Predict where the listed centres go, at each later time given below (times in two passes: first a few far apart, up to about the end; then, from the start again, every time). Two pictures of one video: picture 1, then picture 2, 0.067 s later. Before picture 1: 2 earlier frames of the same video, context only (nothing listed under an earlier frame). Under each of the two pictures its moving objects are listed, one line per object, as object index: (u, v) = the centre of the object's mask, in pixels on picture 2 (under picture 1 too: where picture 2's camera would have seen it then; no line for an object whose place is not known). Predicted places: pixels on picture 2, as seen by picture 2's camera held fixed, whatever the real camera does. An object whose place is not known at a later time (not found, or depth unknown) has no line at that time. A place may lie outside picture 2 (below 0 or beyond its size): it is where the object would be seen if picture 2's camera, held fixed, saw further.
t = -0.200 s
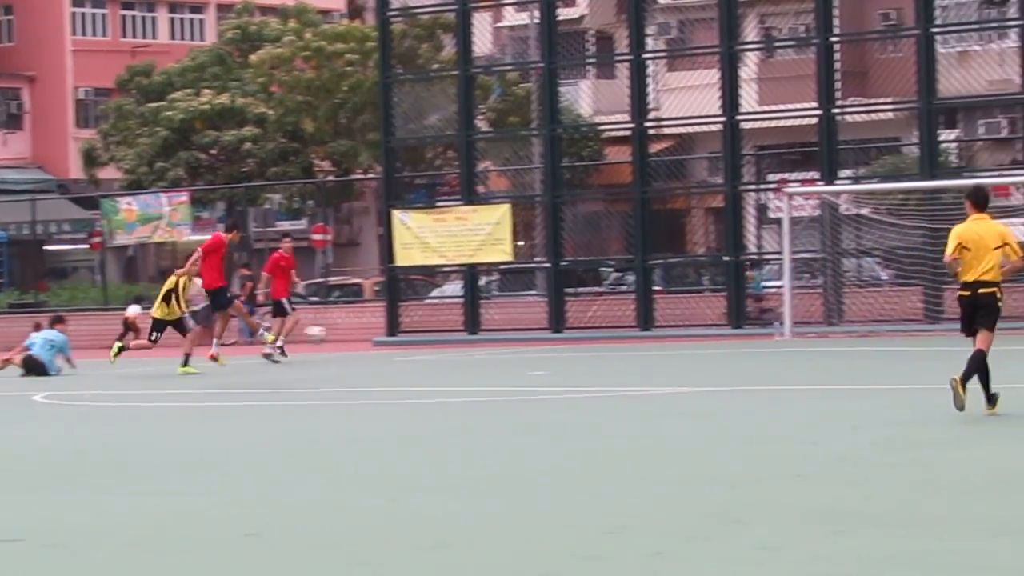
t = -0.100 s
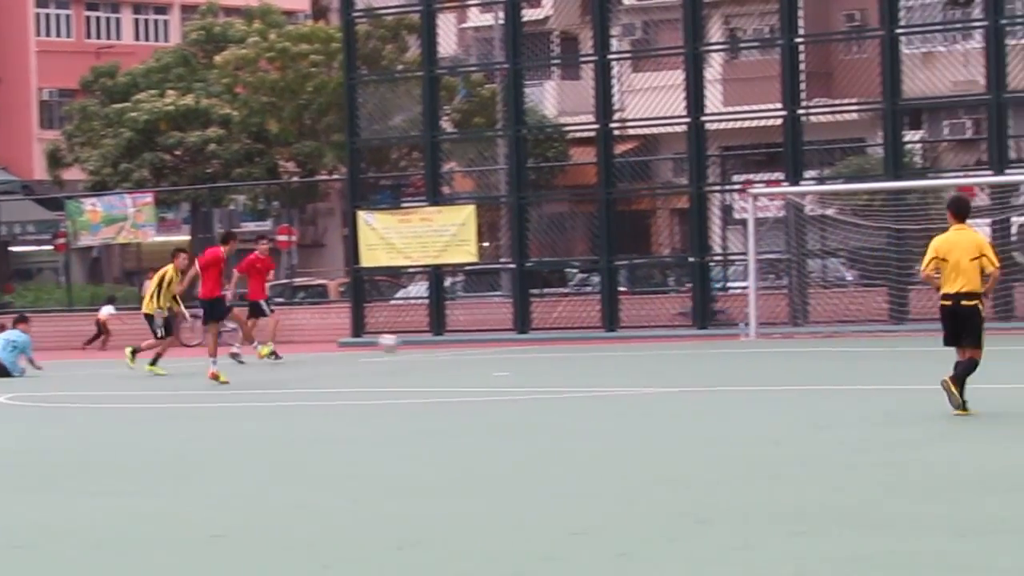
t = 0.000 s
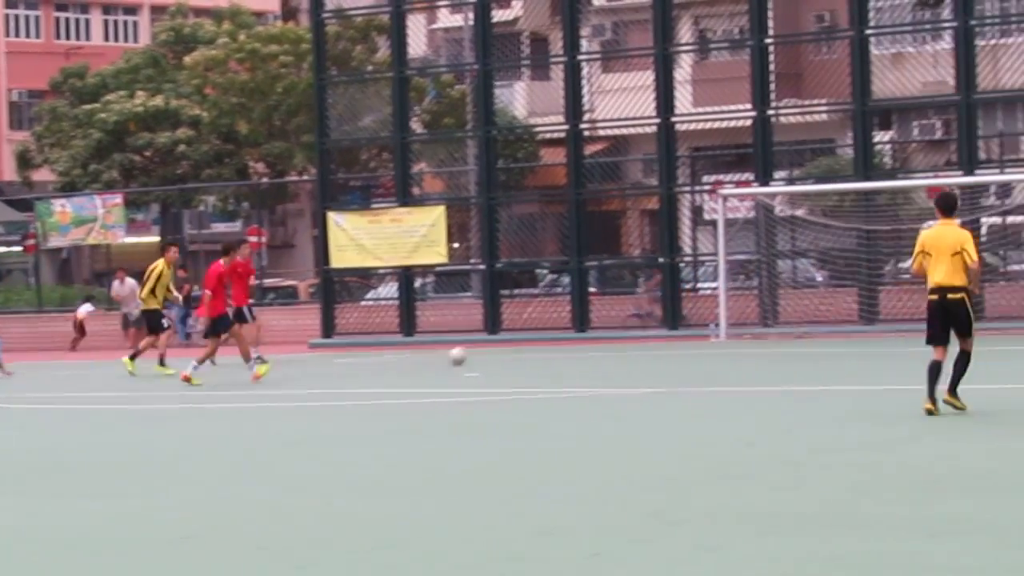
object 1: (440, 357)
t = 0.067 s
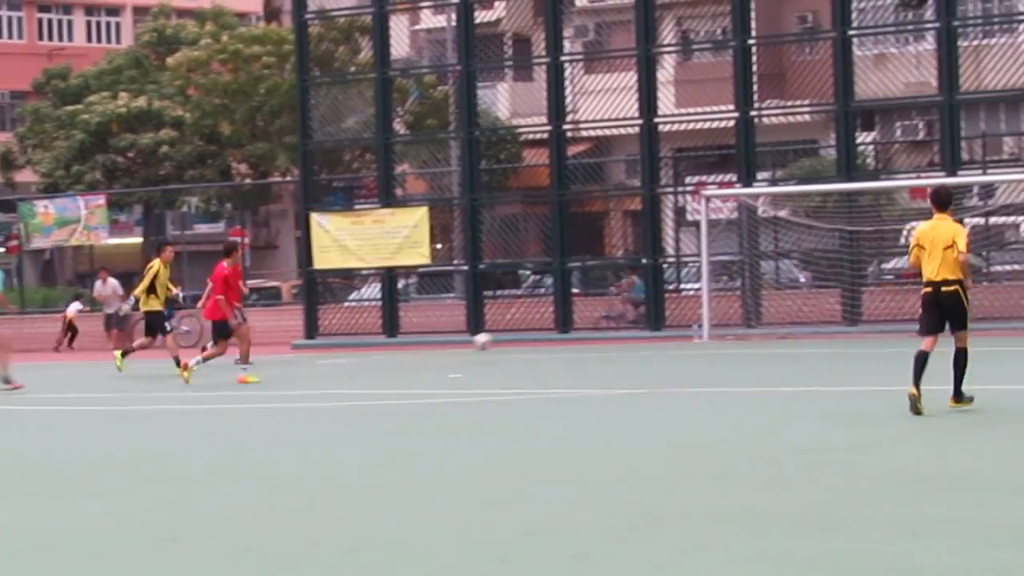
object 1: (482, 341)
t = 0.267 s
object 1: (600, 321)
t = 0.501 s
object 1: (720, 334)
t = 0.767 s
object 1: (826, 311)
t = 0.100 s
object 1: (503, 333)
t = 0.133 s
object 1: (523, 330)
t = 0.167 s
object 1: (543, 326)
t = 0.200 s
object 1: (562, 324)
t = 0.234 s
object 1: (581, 322)
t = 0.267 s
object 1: (600, 321)
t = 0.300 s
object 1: (617, 322)
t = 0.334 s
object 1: (636, 322)
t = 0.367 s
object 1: (654, 324)
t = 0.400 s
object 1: (671, 327)
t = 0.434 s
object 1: (689, 330)
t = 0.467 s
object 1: (705, 337)
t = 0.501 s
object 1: (720, 334)
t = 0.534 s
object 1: (734, 327)
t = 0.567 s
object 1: (748, 322)
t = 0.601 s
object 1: (762, 319)
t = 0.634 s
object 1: (775, 315)
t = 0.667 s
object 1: (788, 312)
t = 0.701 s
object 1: (800, 311)
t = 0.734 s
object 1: (812, 310)
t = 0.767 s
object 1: (826, 311)
